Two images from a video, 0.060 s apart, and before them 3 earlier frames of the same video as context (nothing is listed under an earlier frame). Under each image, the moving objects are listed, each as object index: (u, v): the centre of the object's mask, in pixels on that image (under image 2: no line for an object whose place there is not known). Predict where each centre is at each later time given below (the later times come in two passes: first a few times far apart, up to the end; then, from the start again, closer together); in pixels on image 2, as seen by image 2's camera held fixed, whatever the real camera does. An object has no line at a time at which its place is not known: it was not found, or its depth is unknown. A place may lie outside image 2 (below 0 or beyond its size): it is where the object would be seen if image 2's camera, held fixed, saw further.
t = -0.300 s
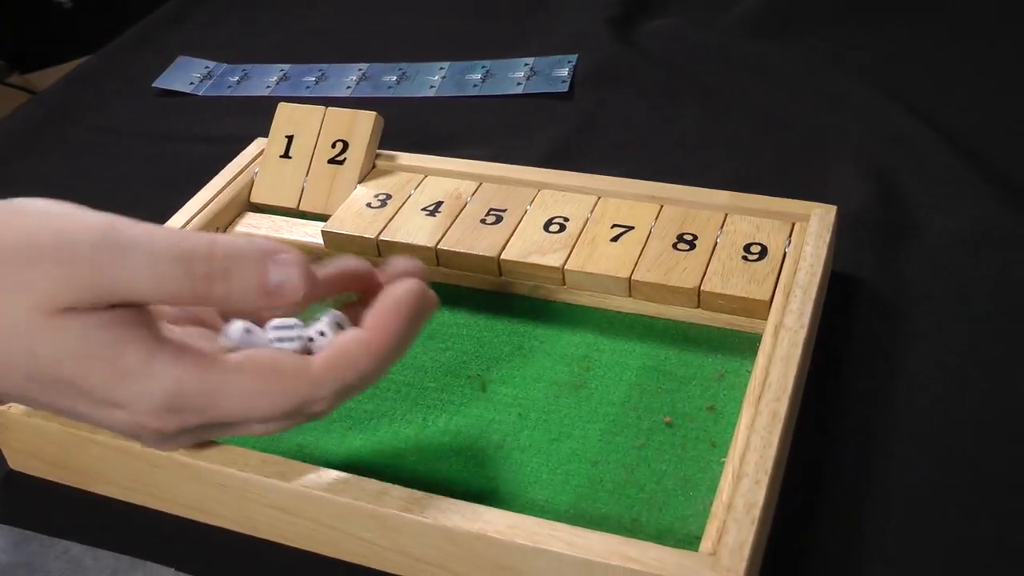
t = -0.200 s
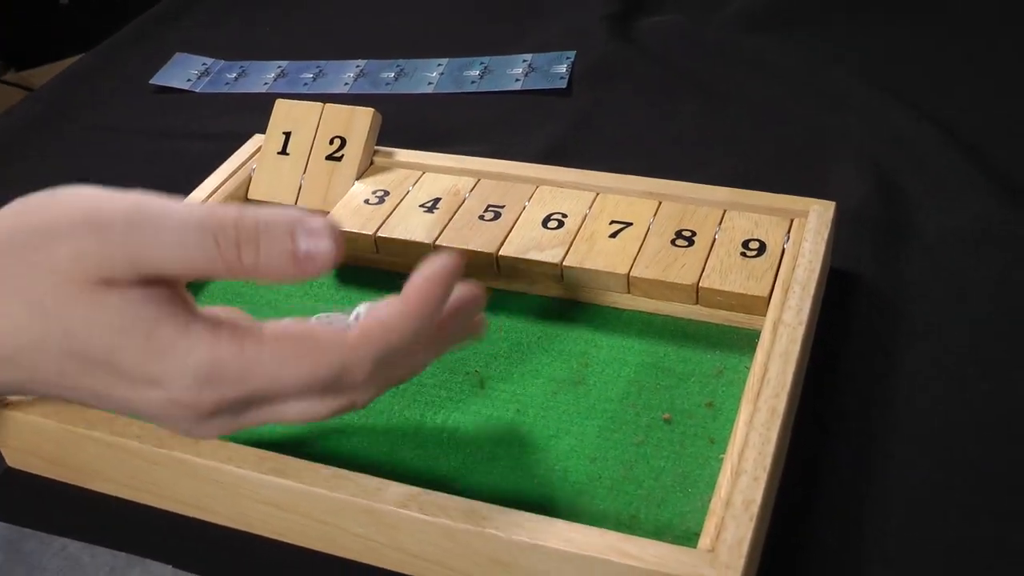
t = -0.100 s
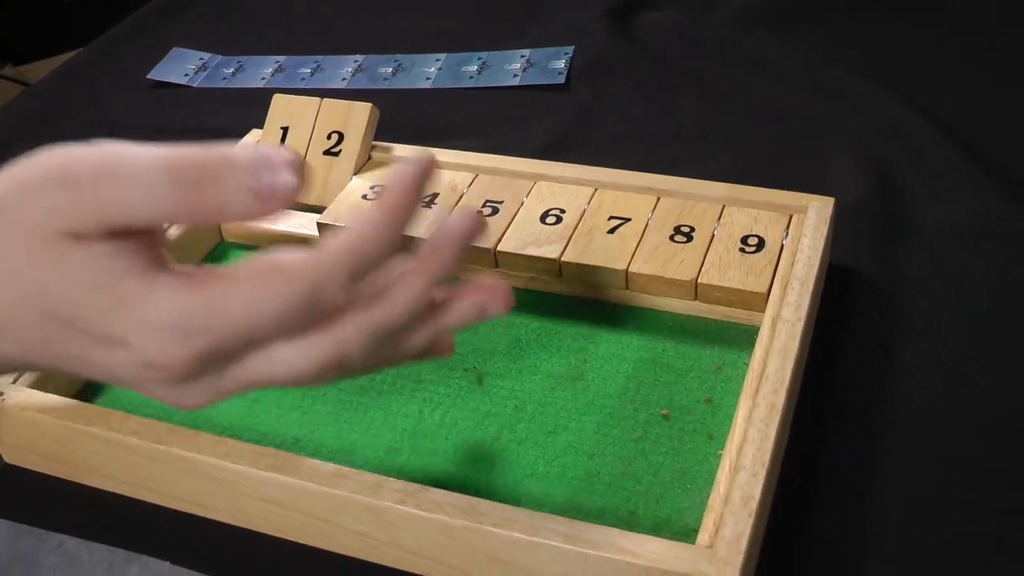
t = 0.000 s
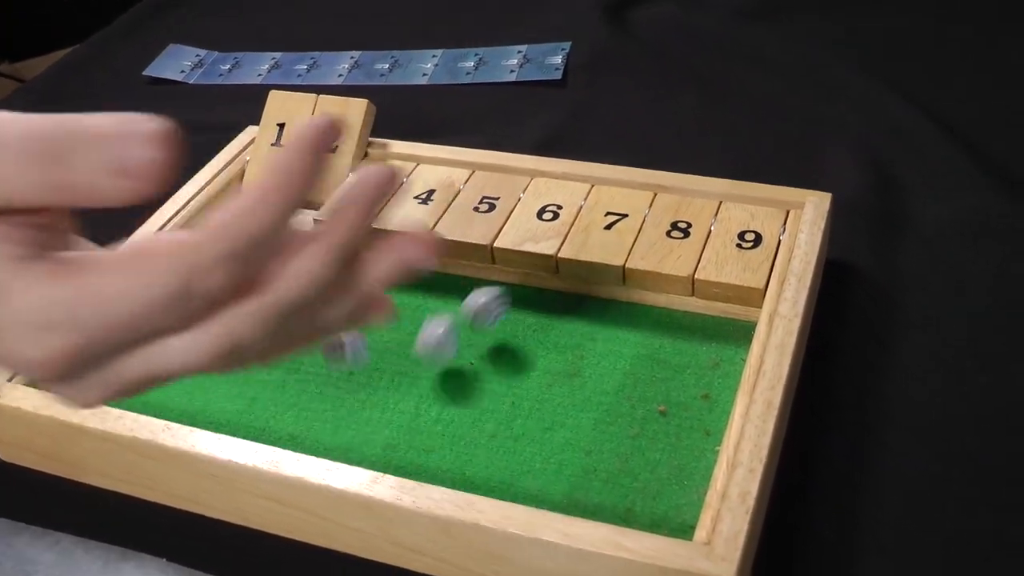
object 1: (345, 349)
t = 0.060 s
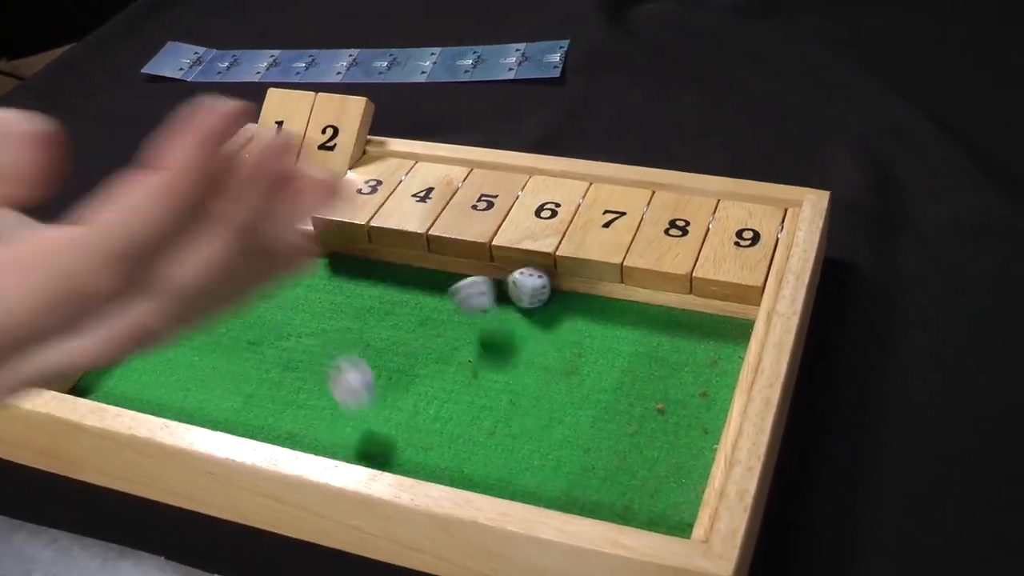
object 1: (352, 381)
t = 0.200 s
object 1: (289, 355)
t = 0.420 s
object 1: (168, 314)
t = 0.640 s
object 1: (158, 311)
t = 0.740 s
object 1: (156, 313)
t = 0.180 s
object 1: (303, 360)
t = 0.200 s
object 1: (289, 355)
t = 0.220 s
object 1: (271, 350)
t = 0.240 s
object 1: (258, 344)
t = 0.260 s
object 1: (244, 342)
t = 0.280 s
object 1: (233, 335)
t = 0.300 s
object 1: (223, 328)
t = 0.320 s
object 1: (215, 322)
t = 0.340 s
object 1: (207, 320)
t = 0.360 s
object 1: (196, 315)
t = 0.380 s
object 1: (187, 314)
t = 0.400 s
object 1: (178, 315)
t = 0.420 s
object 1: (168, 314)
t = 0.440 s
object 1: (158, 315)
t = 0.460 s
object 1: (149, 316)
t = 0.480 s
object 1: (144, 315)
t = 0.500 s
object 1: (142, 314)
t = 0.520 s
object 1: (143, 314)
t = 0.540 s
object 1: (147, 313)
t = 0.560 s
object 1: (151, 314)
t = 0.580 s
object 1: (157, 312)
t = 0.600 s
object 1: (160, 310)
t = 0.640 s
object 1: (158, 311)
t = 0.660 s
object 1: (155, 313)
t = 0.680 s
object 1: (154, 313)
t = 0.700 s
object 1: (155, 313)
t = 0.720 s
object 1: (156, 312)
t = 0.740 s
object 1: (156, 313)
